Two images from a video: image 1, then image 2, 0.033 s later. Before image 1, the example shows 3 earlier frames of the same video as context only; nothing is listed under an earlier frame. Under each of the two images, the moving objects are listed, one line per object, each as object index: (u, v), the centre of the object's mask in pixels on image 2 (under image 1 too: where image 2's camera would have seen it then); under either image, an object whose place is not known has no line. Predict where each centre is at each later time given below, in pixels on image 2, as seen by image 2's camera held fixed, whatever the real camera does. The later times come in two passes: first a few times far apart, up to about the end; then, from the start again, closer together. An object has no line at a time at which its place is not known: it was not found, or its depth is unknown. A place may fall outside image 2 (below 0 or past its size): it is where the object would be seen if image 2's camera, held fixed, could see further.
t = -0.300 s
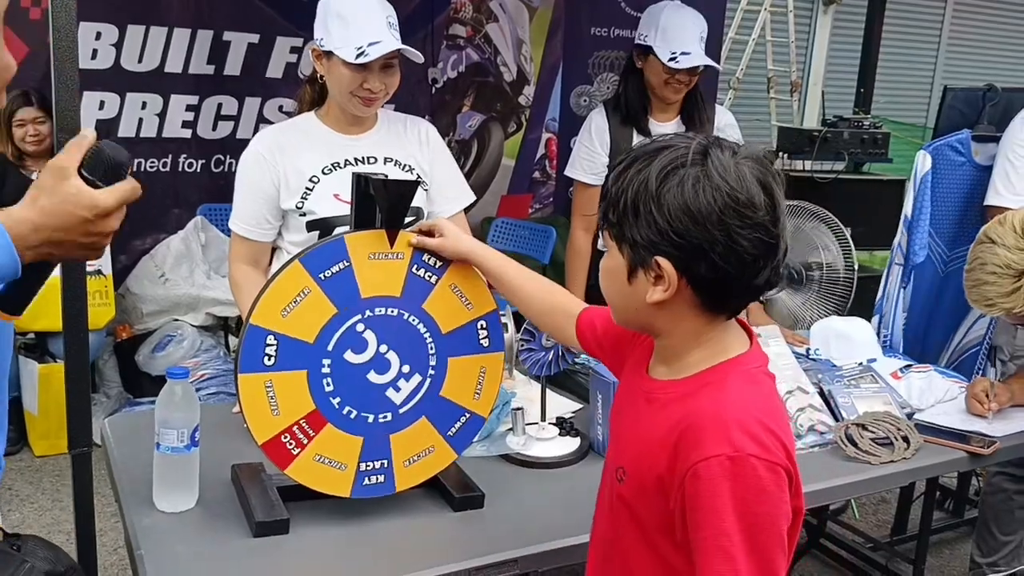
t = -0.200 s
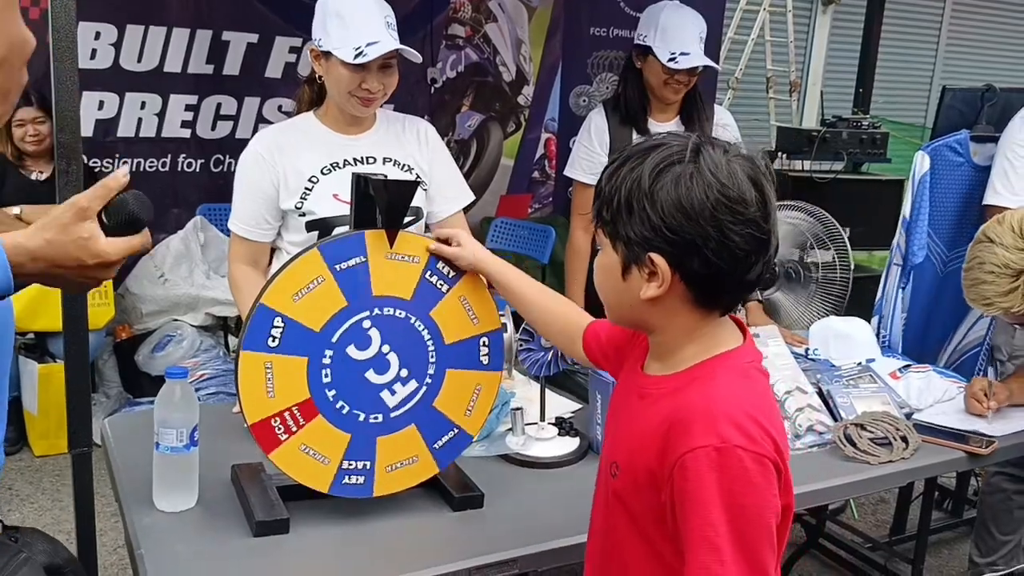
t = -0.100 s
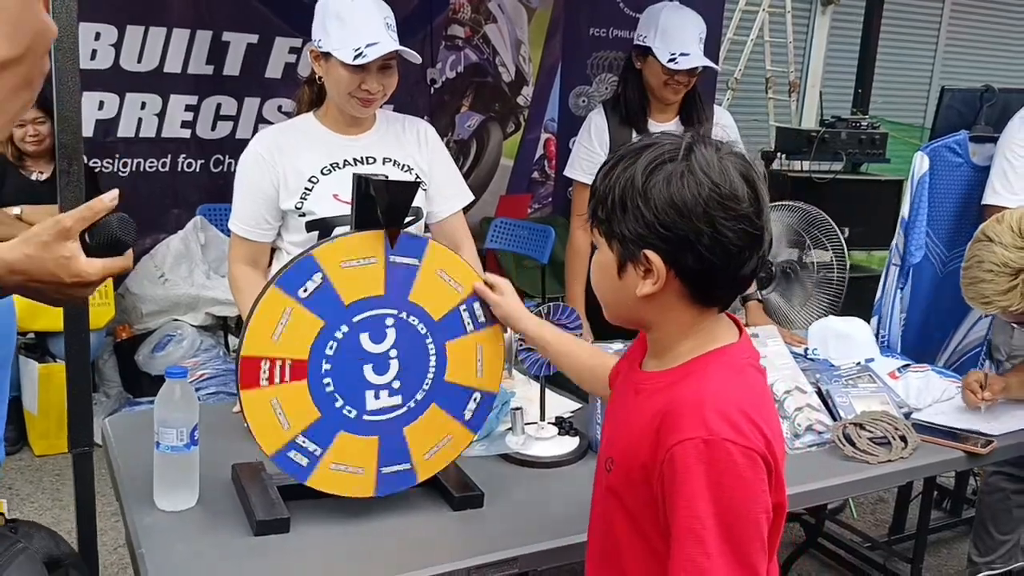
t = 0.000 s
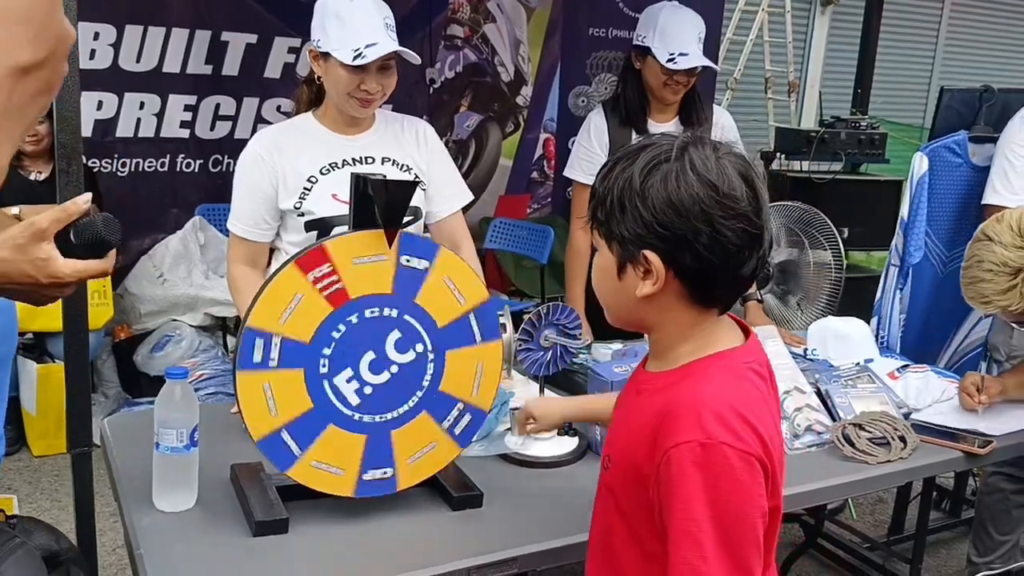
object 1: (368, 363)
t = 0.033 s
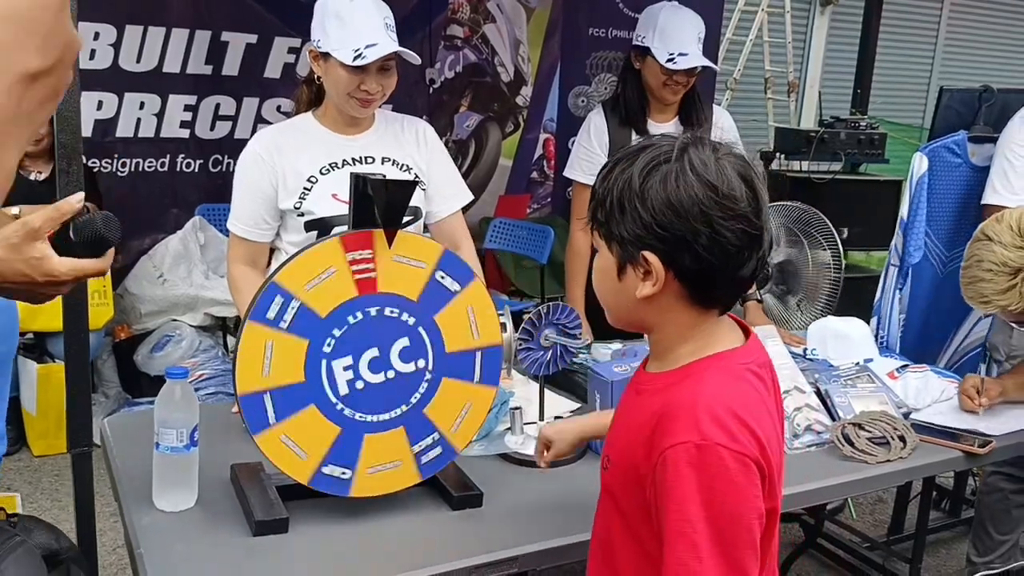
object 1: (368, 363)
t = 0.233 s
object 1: (368, 362)
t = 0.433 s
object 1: (368, 363)
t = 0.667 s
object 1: (368, 363)
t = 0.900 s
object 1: (368, 362)
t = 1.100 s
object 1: (369, 363)
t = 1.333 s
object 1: (368, 363)
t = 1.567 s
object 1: (368, 363)
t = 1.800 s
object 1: (368, 363)
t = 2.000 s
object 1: (368, 363)
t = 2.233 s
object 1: (368, 363)
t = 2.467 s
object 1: (368, 363)
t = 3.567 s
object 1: (368, 362)
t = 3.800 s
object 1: (368, 362)
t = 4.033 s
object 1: (368, 363)
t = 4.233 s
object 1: (368, 362)
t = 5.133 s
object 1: (368, 362)
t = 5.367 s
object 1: (368, 362)
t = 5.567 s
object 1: (368, 362)
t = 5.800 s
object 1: (368, 362)
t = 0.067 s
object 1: (368, 363)
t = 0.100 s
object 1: (368, 363)
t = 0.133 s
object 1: (368, 363)
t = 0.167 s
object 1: (368, 363)
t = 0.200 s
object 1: (368, 362)
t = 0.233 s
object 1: (368, 362)
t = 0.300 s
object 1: (368, 362)
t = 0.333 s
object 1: (368, 363)
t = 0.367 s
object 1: (368, 363)
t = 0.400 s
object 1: (368, 362)
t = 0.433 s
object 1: (368, 363)
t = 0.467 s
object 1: (368, 363)
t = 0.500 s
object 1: (368, 363)
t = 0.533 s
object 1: (368, 363)
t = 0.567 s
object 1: (368, 363)
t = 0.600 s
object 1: (368, 363)
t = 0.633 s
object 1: (367, 362)
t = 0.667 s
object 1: (368, 363)
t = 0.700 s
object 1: (368, 363)
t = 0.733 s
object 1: (368, 363)
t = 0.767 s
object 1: (368, 363)
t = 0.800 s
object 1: (368, 362)
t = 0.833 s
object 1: (368, 362)
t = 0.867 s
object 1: (368, 363)
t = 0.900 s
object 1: (368, 362)
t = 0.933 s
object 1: (368, 362)
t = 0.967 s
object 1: (368, 363)
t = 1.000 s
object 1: (368, 363)
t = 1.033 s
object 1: (369, 362)
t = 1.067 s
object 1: (369, 363)
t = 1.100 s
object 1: (369, 363)
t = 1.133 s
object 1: (368, 363)
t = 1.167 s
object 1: (368, 363)
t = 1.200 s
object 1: (368, 363)
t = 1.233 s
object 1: (368, 363)
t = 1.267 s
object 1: (368, 363)
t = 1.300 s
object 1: (368, 363)
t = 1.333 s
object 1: (368, 363)
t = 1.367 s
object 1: (368, 363)
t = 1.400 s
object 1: (368, 363)
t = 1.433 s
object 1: (368, 363)
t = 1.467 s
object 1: (368, 363)
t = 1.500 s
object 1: (368, 363)
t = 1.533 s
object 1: (367, 363)
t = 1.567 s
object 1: (368, 363)
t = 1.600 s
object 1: (368, 363)
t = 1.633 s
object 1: (368, 362)
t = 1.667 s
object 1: (368, 363)
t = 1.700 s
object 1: (368, 363)
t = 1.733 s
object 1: (368, 363)
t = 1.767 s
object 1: (368, 363)
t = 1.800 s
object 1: (368, 363)
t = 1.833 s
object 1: (368, 363)
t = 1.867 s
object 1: (368, 363)
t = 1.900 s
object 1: (368, 363)
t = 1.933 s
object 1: (368, 362)
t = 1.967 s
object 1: (368, 363)
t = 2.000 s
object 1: (368, 363)
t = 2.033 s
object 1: (368, 363)
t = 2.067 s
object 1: (368, 362)
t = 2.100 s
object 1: (368, 363)
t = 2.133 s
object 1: (369, 363)
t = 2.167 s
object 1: (369, 363)
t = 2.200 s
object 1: (368, 363)
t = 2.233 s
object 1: (368, 363)
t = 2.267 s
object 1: (368, 363)
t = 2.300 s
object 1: (368, 363)
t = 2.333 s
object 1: (368, 363)
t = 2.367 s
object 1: (368, 363)
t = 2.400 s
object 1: (368, 363)
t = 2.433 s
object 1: (368, 363)
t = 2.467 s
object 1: (368, 363)
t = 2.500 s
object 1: (368, 363)
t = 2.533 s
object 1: (368, 363)
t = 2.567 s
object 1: (368, 363)
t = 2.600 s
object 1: (368, 363)
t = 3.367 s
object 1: (364, 354)
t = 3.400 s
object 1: (364, 353)
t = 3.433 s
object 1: (364, 352)
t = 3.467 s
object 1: (366, 351)
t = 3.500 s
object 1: (367, 354)
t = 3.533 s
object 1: (368, 361)
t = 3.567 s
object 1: (368, 362)
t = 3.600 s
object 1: (368, 362)
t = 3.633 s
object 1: (368, 362)
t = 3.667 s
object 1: (368, 362)
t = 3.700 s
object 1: (368, 362)
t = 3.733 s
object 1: (368, 362)
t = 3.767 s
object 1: (368, 362)
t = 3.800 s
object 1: (368, 362)
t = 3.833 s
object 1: (368, 362)
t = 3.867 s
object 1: (368, 363)
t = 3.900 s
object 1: (368, 363)
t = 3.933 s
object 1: (368, 363)
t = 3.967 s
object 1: (368, 363)
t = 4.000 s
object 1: (368, 363)
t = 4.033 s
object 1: (368, 363)
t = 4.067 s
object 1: (368, 362)
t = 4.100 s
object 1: (368, 363)
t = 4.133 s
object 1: (368, 362)
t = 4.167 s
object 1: (368, 362)
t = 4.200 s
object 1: (368, 362)
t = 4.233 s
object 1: (368, 362)
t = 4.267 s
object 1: (368, 362)
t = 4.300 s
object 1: (368, 362)
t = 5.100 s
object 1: (368, 362)
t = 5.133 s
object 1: (368, 362)
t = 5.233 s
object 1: (368, 362)
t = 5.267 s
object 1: (368, 362)
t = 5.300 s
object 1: (368, 362)
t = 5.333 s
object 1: (368, 362)
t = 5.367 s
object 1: (368, 362)
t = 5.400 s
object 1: (368, 362)
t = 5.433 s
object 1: (368, 362)
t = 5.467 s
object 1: (368, 362)
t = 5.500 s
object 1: (368, 362)
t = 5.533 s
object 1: (368, 362)
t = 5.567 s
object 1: (368, 362)
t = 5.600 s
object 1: (368, 362)
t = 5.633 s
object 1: (368, 362)
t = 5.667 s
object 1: (368, 362)
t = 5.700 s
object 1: (368, 362)
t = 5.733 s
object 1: (368, 362)
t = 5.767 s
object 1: (368, 362)
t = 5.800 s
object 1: (368, 362)
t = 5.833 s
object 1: (368, 362)
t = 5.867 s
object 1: (368, 362)
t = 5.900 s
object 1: (368, 362)
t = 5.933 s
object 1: (368, 362)
